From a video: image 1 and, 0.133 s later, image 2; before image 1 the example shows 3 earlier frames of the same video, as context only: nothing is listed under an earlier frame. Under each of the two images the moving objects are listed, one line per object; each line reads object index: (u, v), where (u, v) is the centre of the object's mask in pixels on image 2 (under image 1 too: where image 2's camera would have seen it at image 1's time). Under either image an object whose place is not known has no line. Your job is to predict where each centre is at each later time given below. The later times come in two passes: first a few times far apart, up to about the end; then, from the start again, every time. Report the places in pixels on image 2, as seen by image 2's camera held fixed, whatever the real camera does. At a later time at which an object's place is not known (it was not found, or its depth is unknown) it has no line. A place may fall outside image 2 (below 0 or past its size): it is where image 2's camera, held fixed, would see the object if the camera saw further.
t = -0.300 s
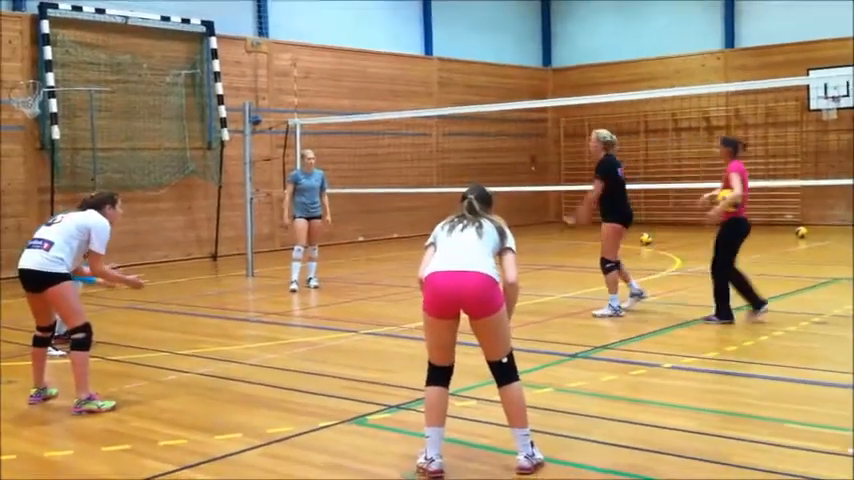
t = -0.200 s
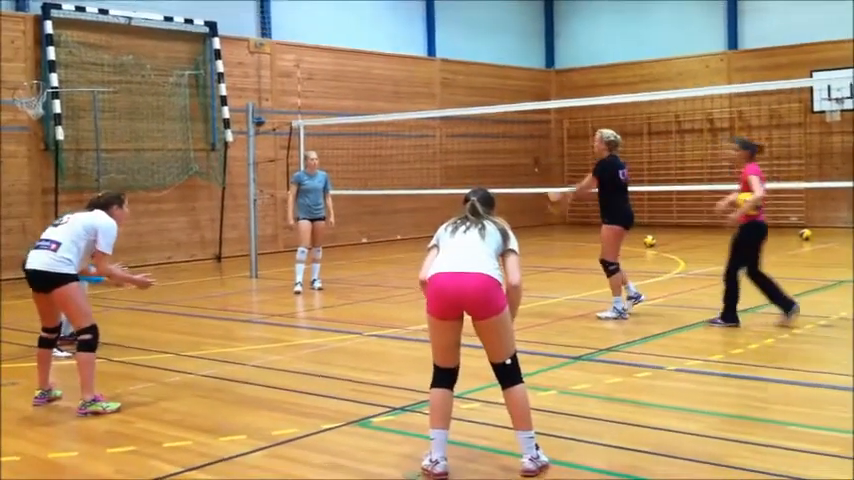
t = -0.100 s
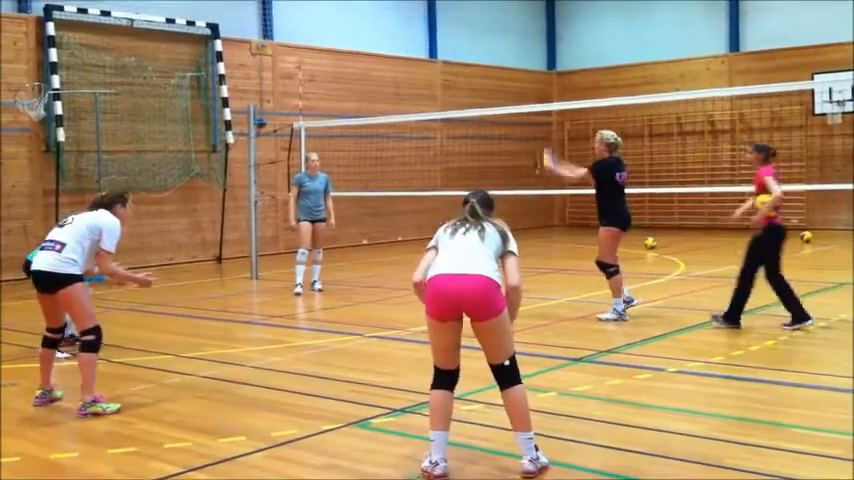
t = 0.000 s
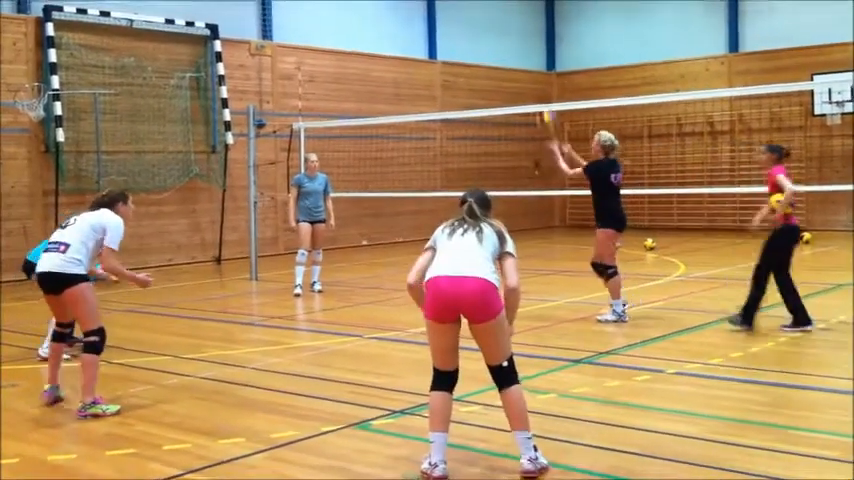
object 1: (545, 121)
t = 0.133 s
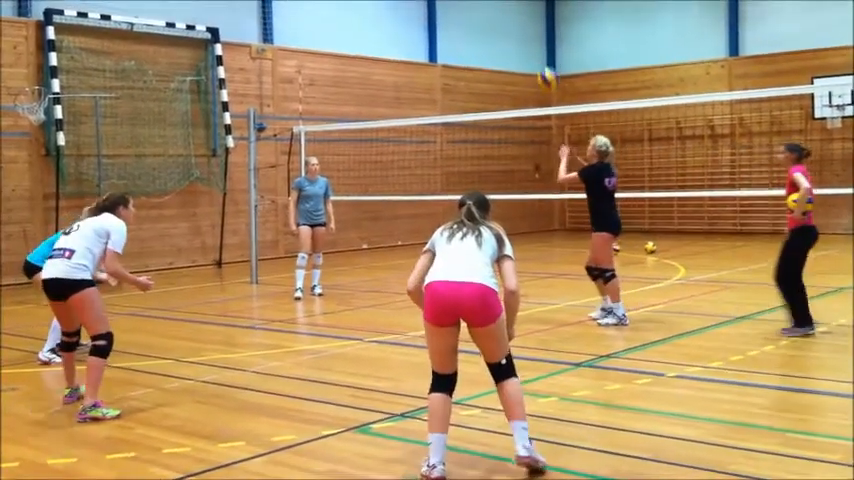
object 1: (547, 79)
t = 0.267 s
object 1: (548, 51)
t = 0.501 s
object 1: (550, 45)
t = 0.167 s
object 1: (548, 69)
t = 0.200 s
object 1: (548, 63)
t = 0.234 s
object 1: (548, 56)
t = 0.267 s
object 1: (548, 51)
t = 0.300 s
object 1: (548, 48)
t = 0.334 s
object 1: (548, 45)
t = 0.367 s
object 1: (549, 42)
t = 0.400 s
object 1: (550, 42)
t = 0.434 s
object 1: (550, 42)
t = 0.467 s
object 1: (550, 43)
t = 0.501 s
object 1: (550, 45)
